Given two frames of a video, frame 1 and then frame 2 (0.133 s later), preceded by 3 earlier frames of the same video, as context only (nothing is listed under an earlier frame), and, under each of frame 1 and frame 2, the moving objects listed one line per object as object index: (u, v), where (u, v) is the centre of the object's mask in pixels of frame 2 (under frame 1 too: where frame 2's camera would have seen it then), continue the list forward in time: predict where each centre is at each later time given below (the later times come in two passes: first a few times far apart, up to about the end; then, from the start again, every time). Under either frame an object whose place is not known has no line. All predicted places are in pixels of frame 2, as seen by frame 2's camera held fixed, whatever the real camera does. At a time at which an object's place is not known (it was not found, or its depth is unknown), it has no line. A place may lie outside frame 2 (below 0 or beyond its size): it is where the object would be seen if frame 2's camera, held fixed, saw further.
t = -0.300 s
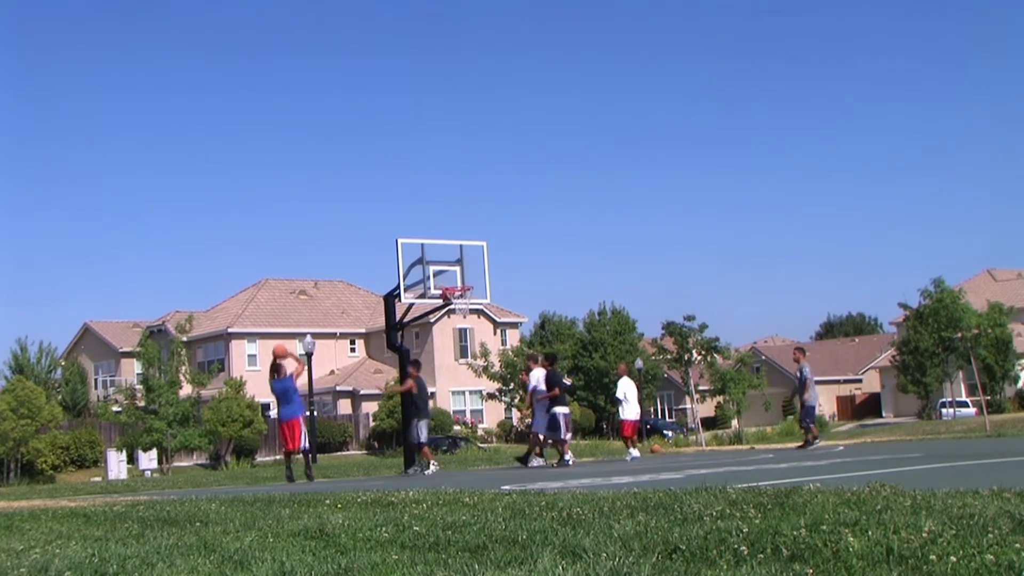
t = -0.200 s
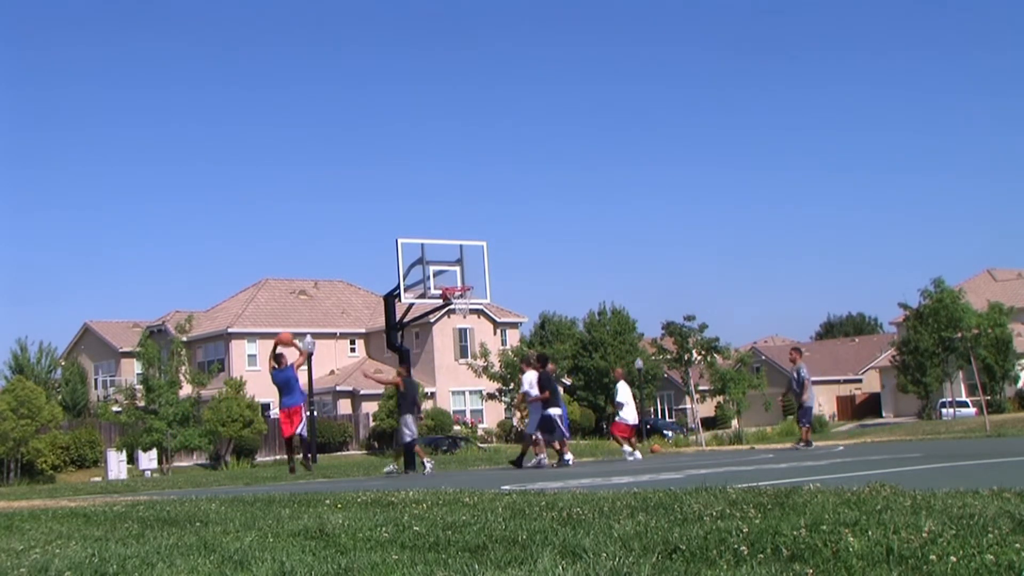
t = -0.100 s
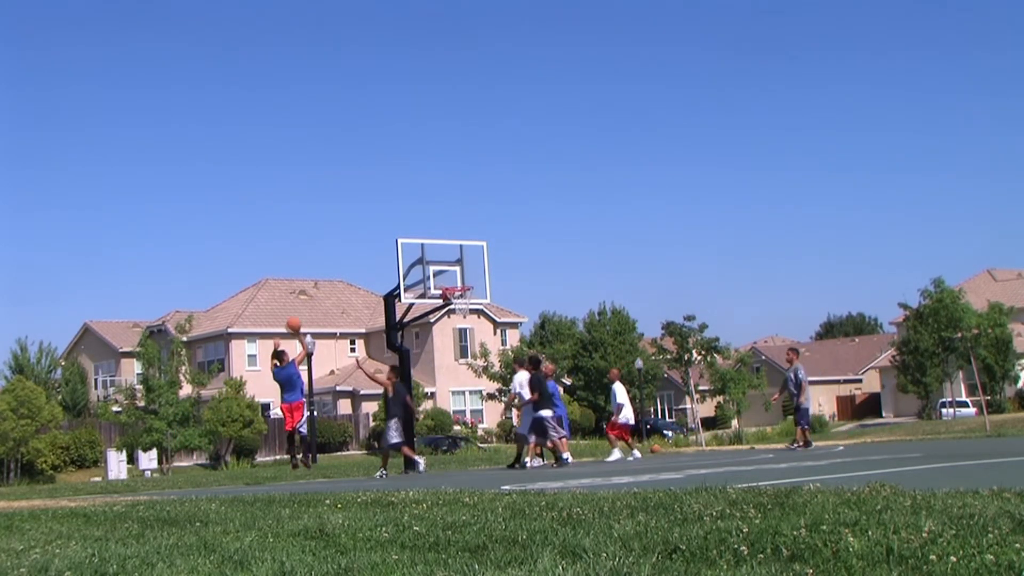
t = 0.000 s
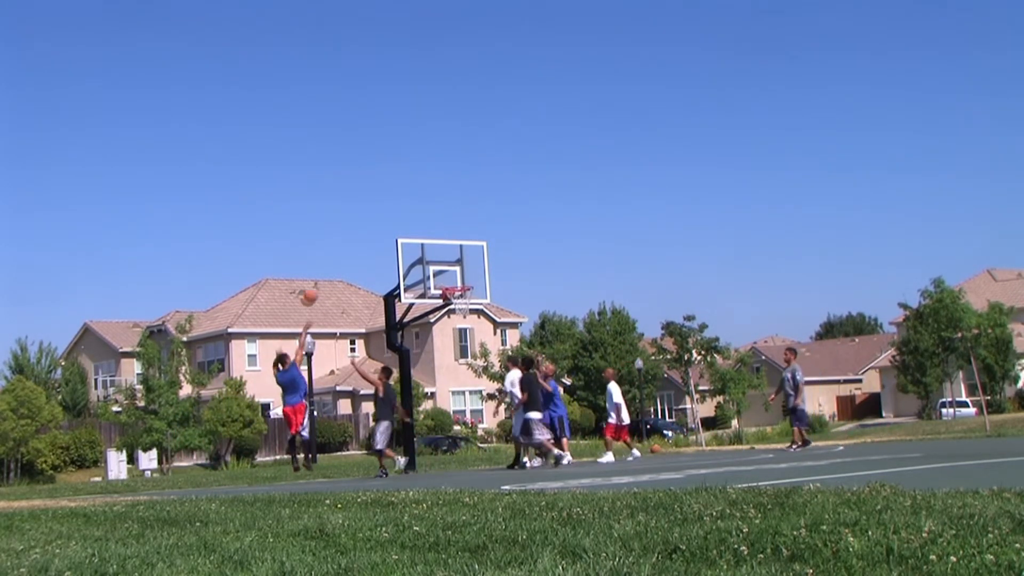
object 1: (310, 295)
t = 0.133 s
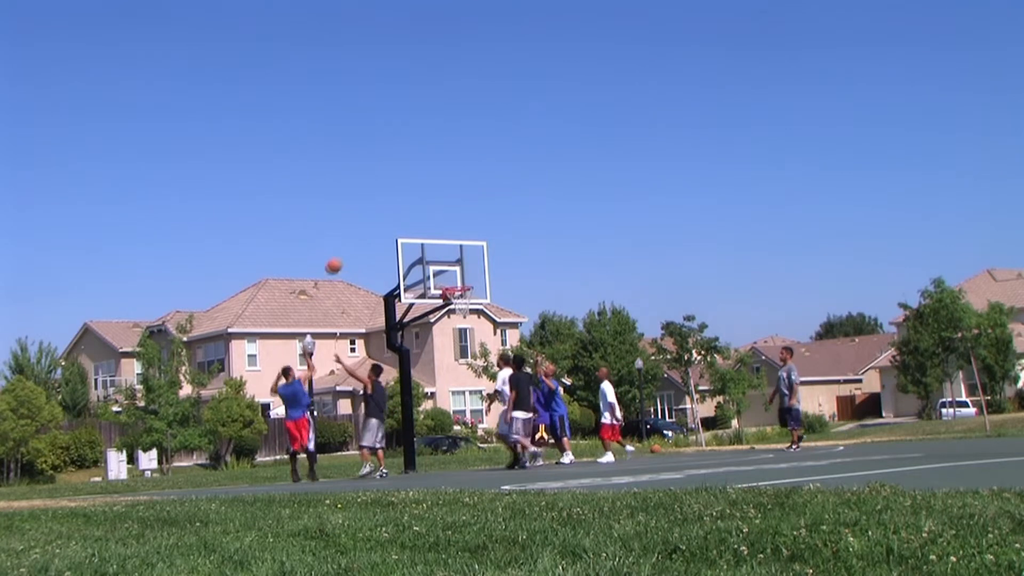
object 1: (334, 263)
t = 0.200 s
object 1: (346, 254)
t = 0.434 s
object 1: (387, 238)
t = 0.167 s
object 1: (340, 258)
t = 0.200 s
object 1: (346, 254)
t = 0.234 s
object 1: (352, 249)
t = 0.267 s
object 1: (358, 246)
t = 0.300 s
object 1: (364, 244)
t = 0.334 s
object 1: (369, 241)
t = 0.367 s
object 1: (376, 240)
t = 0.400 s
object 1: (382, 239)
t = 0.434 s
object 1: (387, 238)
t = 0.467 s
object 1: (392, 238)
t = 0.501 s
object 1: (399, 239)
